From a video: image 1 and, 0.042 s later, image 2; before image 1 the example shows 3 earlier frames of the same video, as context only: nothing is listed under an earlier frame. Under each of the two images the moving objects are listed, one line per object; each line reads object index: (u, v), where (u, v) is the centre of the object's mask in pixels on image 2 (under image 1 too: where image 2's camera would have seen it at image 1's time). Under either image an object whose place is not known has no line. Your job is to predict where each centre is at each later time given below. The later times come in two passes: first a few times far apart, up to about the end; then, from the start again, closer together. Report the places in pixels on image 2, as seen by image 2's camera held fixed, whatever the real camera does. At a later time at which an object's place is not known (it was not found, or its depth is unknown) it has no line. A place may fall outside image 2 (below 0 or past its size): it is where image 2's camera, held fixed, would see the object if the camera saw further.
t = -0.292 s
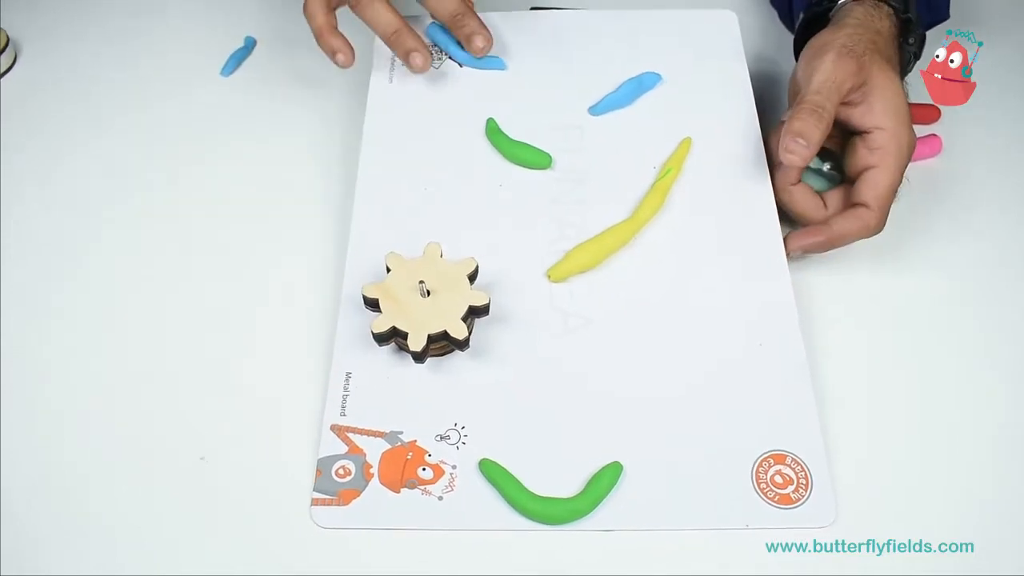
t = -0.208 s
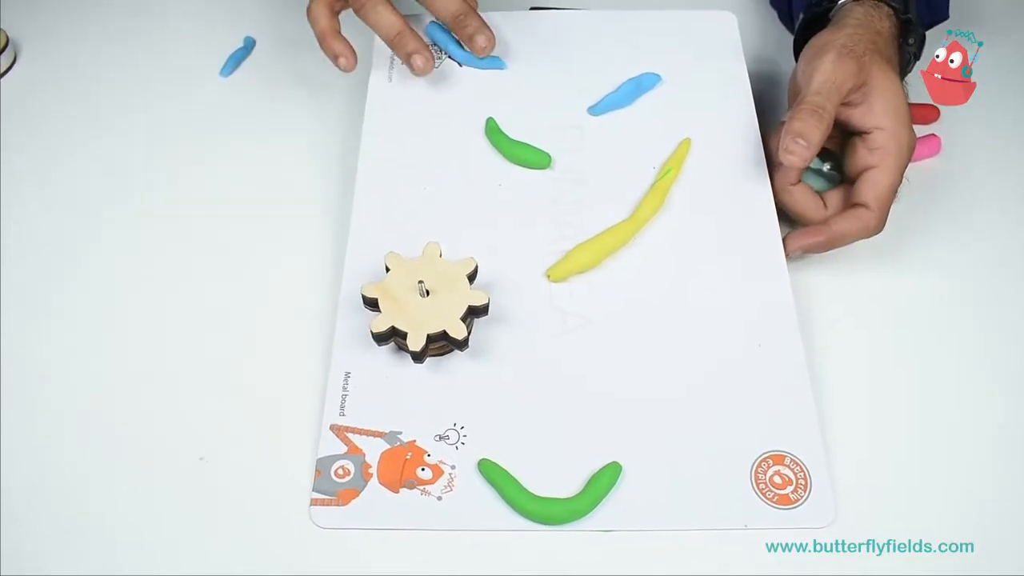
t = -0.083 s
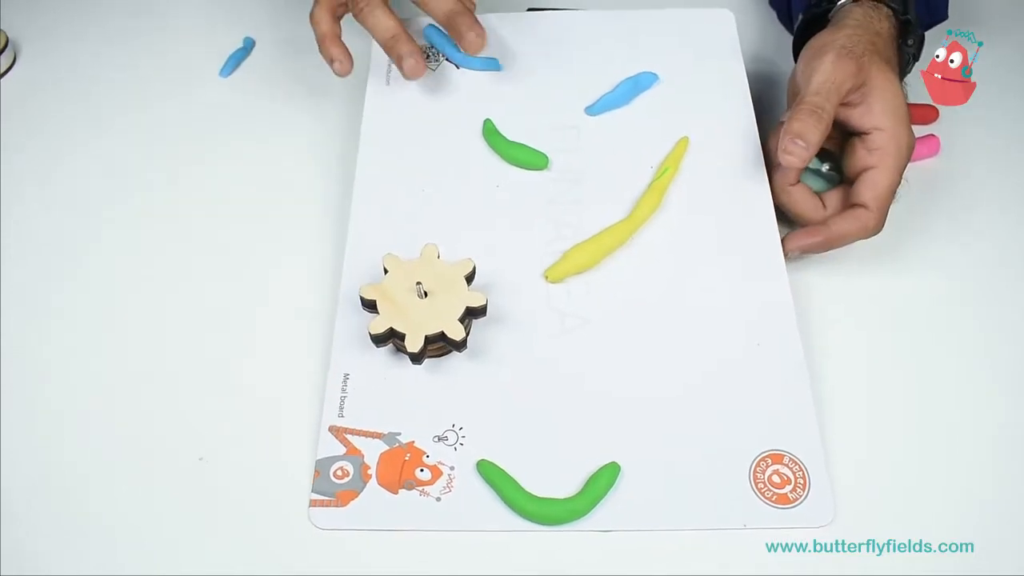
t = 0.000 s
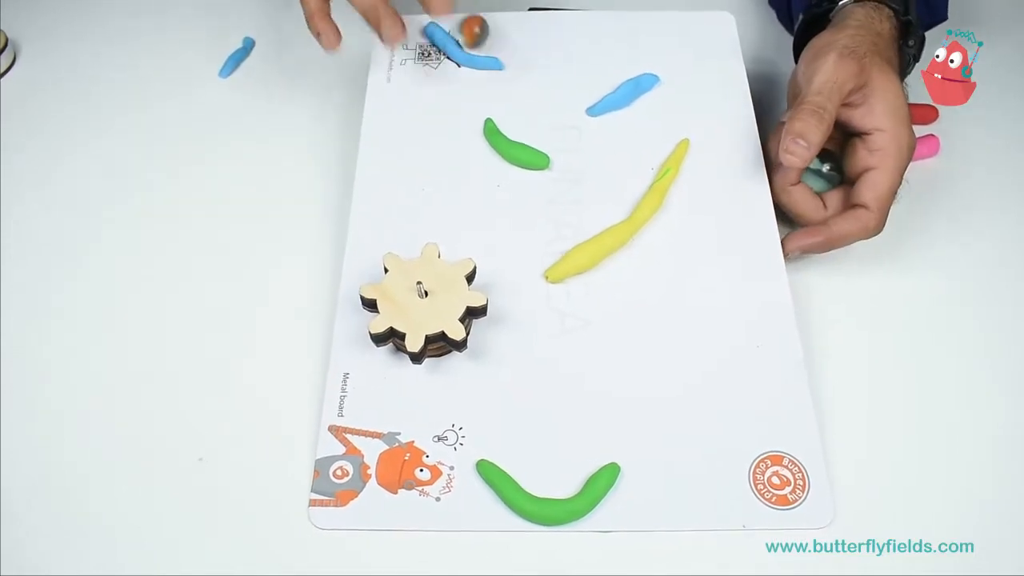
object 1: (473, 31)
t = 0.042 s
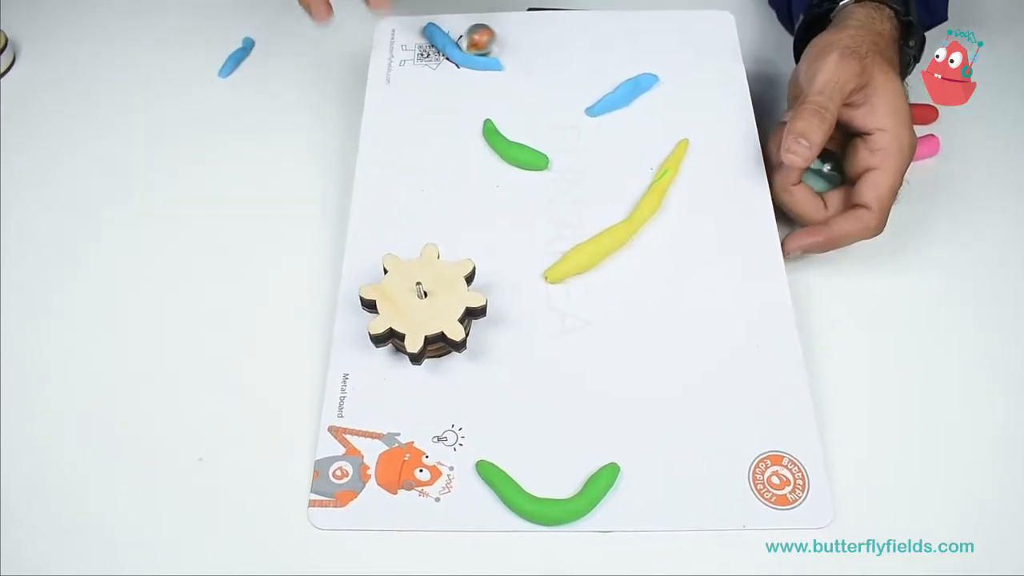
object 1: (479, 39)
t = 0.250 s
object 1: (519, 59)
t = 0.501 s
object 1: (578, 150)
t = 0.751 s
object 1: (586, 218)
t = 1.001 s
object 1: (498, 311)
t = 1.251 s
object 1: (538, 461)
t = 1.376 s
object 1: (578, 465)
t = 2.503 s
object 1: (558, 474)
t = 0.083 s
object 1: (490, 39)
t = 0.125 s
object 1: (498, 39)
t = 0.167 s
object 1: (505, 43)
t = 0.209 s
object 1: (512, 50)
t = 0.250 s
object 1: (519, 59)
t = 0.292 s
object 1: (525, 73)
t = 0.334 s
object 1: (530, 92)
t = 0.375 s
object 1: (534, 115)
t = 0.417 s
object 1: (542, 132)
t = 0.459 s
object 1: (559, 140)
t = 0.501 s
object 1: (578, 150)
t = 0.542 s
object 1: (597, 163)
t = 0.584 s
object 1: (620, 182)
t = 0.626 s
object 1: (625, 192)
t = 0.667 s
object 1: (616, 201)
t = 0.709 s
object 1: (602, 210)
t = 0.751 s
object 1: (586, 218)
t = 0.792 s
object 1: (567, 227)
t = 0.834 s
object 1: (549, 239)
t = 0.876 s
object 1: (528, 254)
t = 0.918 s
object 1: (506, 275)
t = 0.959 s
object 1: (496, 297)
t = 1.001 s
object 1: (498, 311)
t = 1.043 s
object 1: (503, 325)
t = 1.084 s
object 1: (510, 341)
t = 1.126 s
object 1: (517, 365)
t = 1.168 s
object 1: (523, 392)
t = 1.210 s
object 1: (530, 424)
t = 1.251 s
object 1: (538, 461)
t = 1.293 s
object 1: (554, 474)
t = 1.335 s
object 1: (572, 475)
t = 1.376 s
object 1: (578, 465)
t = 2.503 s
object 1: (558, 474)
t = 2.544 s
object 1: (558, 474)
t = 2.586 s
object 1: (558, 474)
